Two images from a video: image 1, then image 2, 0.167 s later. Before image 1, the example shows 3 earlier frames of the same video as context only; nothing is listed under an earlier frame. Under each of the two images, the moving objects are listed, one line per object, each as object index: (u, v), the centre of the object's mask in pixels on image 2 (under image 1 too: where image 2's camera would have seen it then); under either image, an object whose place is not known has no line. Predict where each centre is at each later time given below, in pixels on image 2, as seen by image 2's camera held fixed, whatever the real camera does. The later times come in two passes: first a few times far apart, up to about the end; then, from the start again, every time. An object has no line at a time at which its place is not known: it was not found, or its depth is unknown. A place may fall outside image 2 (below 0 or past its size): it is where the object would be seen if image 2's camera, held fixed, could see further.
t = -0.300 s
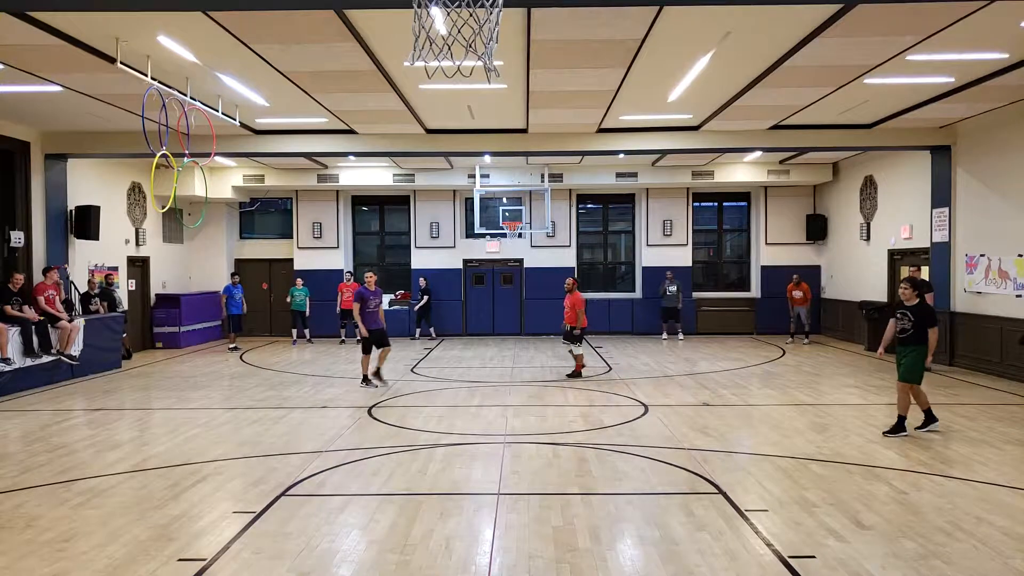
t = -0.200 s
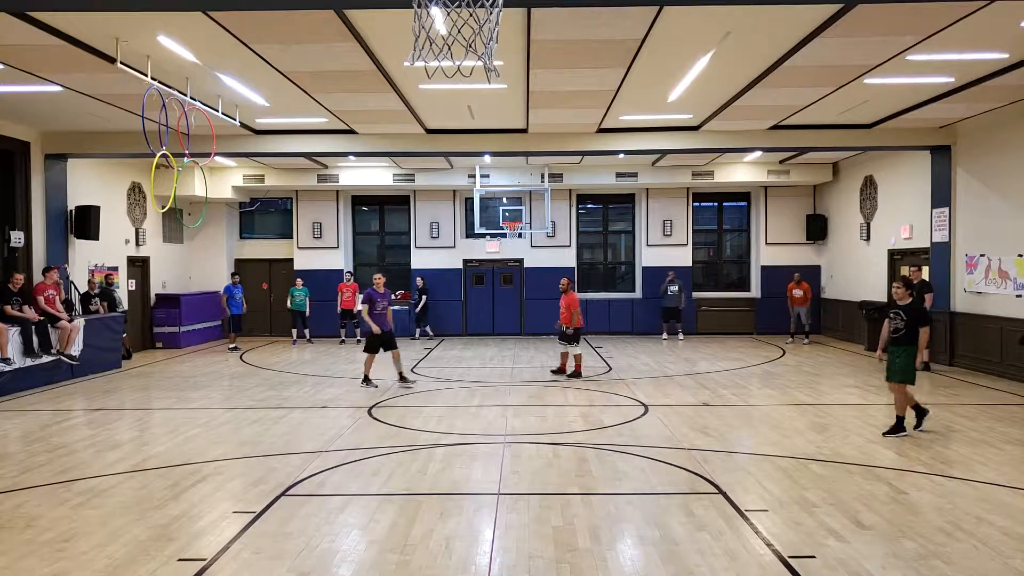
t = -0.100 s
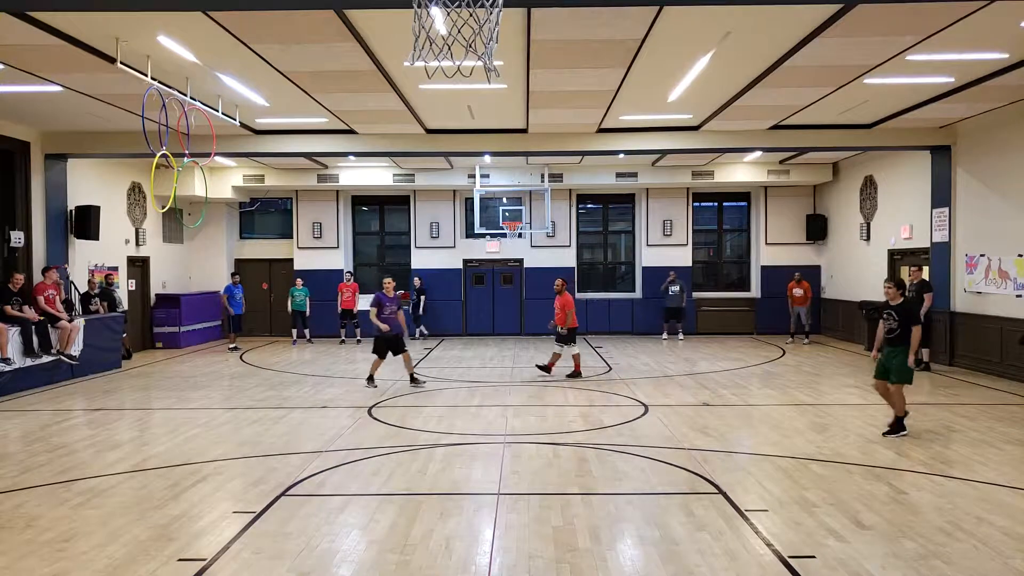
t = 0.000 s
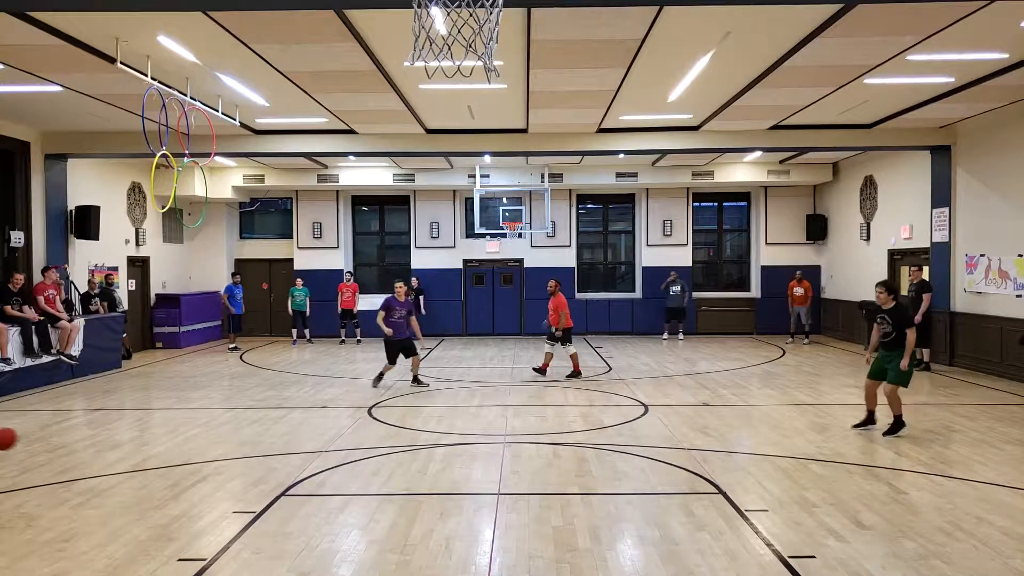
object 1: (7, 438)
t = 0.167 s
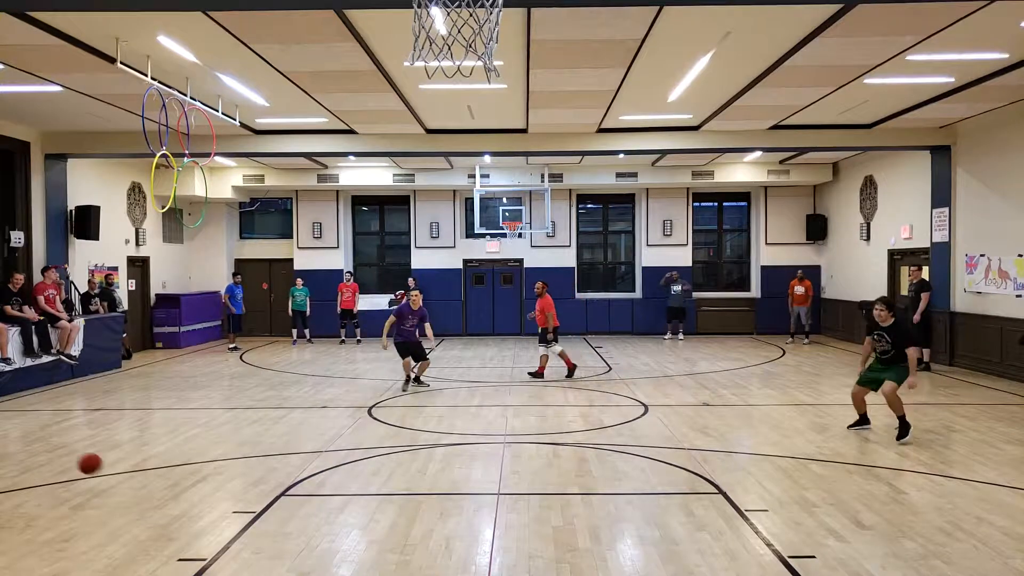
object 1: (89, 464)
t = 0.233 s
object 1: (119, 483)
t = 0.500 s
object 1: (209, 423)
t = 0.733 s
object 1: (273, 431)
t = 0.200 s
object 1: (105, 472)
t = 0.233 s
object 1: (119, 483)
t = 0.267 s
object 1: (132, 479)
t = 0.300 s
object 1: (144, 465)
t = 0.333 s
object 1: (156, 455)
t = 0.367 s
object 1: (167, 446)
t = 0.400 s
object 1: (178, 438)
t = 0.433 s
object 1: (188, 432)
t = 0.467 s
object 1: (198, 427)
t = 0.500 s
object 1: (209, 423)
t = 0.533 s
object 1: (219, 421)
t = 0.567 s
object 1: (228, 420)
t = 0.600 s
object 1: (237, 420)
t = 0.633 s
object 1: (246, 421)
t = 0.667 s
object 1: (256, 423)
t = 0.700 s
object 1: (264, 427)
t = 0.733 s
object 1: (273, 431)
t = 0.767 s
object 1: (281, 436)
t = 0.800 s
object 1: (289, 443)
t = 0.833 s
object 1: (297, 440)
